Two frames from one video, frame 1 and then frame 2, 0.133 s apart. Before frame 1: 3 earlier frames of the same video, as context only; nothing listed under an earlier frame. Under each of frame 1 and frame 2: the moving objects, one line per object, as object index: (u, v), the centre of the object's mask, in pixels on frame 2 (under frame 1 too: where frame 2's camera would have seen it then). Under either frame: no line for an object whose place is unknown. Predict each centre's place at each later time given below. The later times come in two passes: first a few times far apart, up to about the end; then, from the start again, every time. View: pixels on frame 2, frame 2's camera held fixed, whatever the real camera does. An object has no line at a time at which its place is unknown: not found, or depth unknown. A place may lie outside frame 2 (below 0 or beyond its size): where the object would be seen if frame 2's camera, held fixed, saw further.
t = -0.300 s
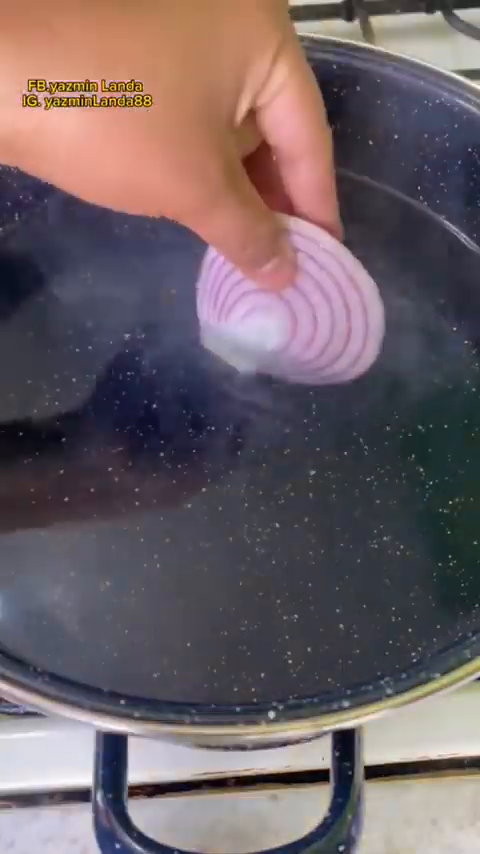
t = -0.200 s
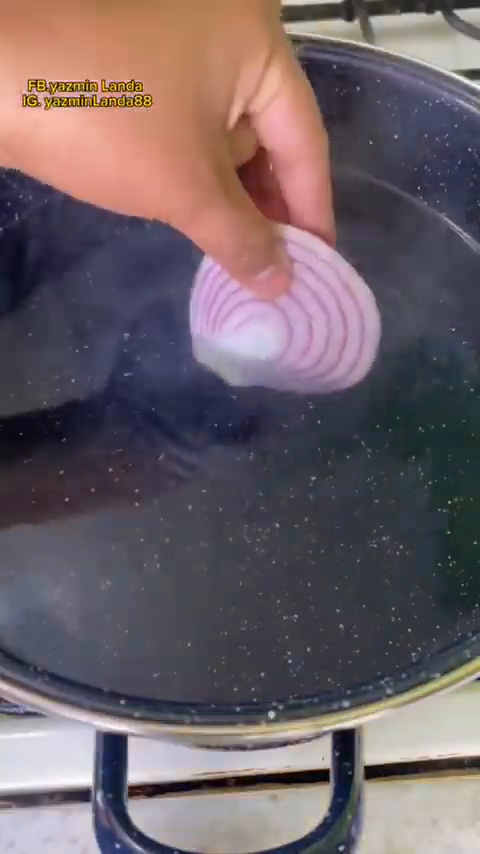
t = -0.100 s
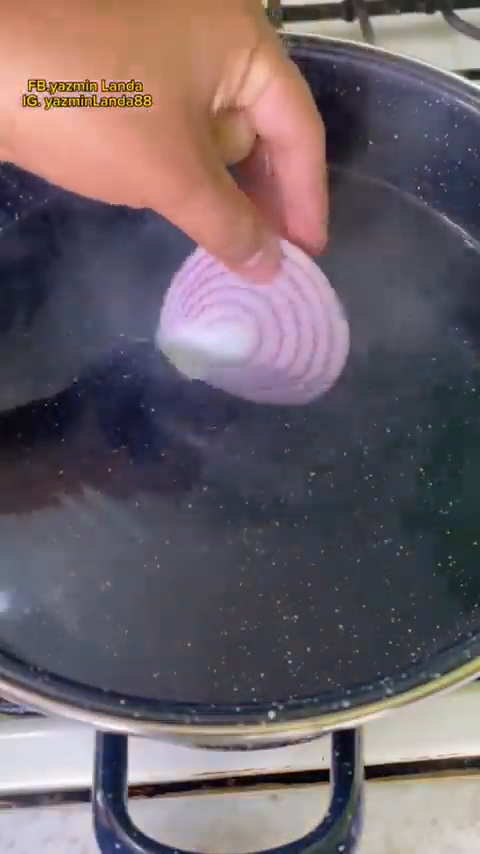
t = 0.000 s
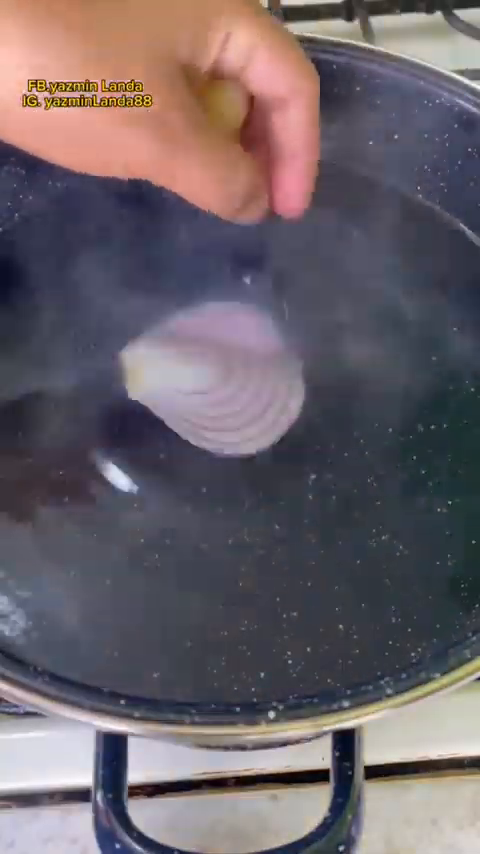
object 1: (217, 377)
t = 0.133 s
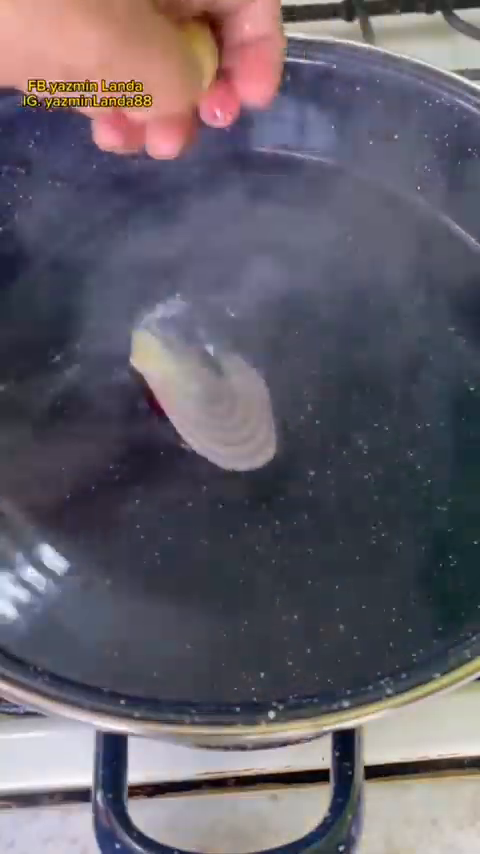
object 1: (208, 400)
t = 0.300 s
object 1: (219, 416)
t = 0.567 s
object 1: (244, 435)
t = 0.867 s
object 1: (279, 435)
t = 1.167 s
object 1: (325, 435)
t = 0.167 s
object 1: (208, 402)
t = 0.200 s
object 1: (209, 399)
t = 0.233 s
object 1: (211, 404)
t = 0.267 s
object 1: (214, 410)
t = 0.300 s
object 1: (219, 416)
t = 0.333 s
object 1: (215, 419)
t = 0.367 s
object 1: (217, 422)
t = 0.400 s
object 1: (221, 424)
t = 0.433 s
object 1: (225, 425)
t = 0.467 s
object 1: (230, 428)
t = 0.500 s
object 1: (234, 429)
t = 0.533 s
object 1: (239, 432)
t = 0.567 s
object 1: (244, 435)
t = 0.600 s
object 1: (248, 437)
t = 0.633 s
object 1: (250, 439)
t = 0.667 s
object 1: (256, 444)
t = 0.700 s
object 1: (260, 447)
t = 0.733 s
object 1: (265, 448)
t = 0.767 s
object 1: (270, 449)
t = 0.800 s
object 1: (273, 447)
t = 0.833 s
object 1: (280, 443)
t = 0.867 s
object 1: (279, 435)
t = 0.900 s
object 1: (284, 434)
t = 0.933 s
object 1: (291, 437)
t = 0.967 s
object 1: (298, 439)
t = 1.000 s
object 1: (305, 442)
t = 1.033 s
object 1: (309, 441)
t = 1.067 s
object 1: (310, 437)
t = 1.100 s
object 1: (312, 436)
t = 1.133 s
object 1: (315, 437)
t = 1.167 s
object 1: (325, 435)
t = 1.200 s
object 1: (330, 433)
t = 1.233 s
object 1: (332, 432)
